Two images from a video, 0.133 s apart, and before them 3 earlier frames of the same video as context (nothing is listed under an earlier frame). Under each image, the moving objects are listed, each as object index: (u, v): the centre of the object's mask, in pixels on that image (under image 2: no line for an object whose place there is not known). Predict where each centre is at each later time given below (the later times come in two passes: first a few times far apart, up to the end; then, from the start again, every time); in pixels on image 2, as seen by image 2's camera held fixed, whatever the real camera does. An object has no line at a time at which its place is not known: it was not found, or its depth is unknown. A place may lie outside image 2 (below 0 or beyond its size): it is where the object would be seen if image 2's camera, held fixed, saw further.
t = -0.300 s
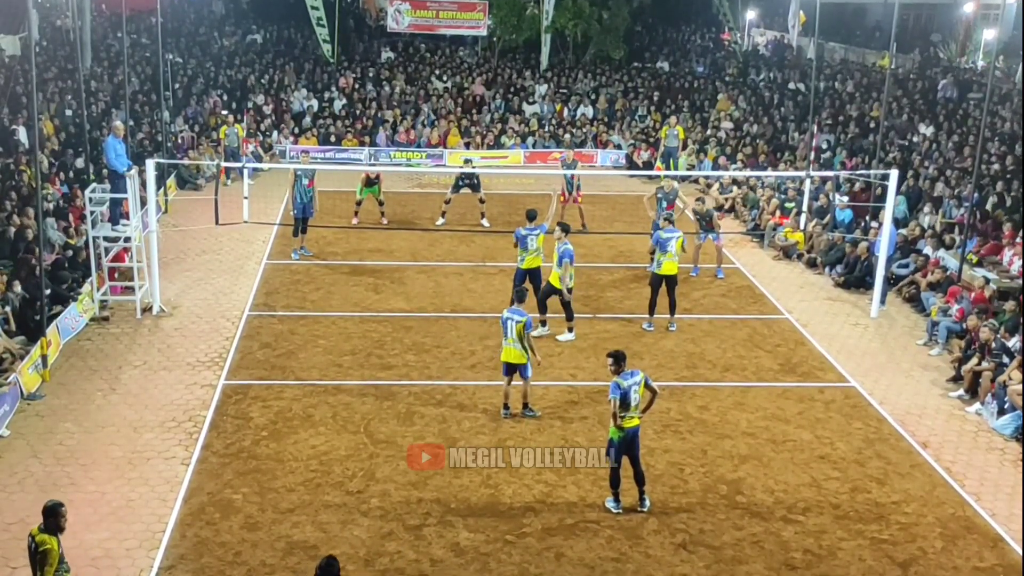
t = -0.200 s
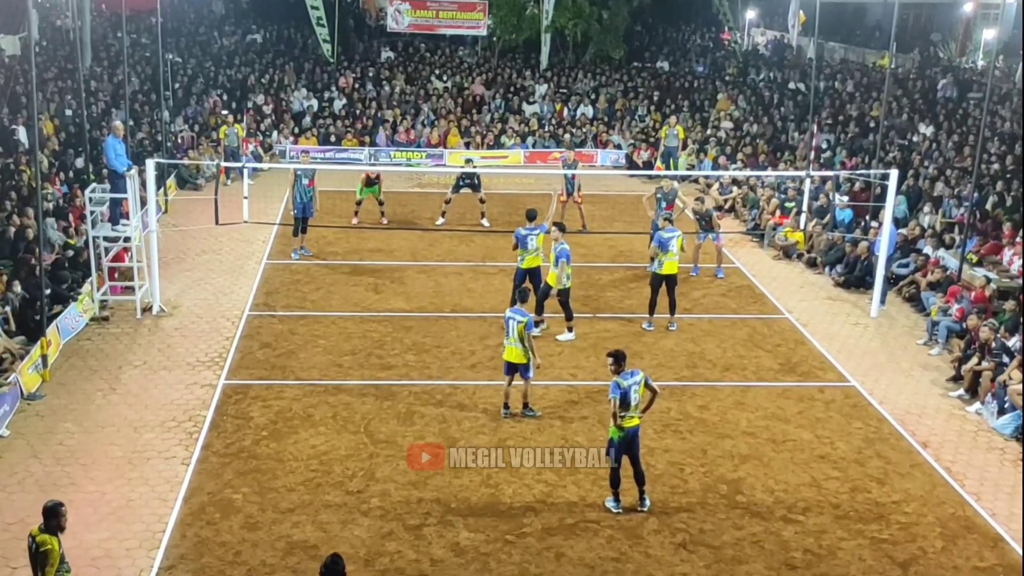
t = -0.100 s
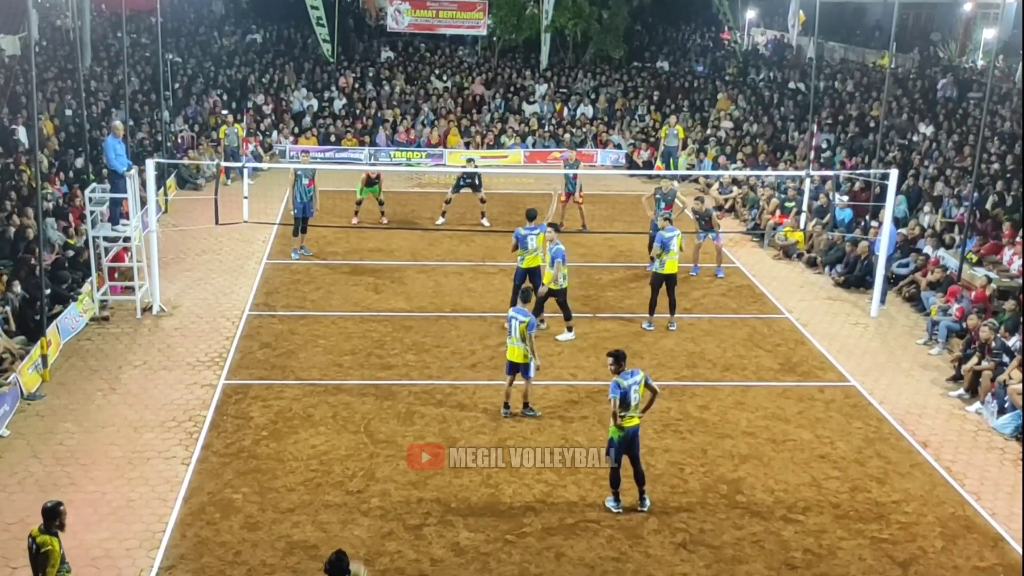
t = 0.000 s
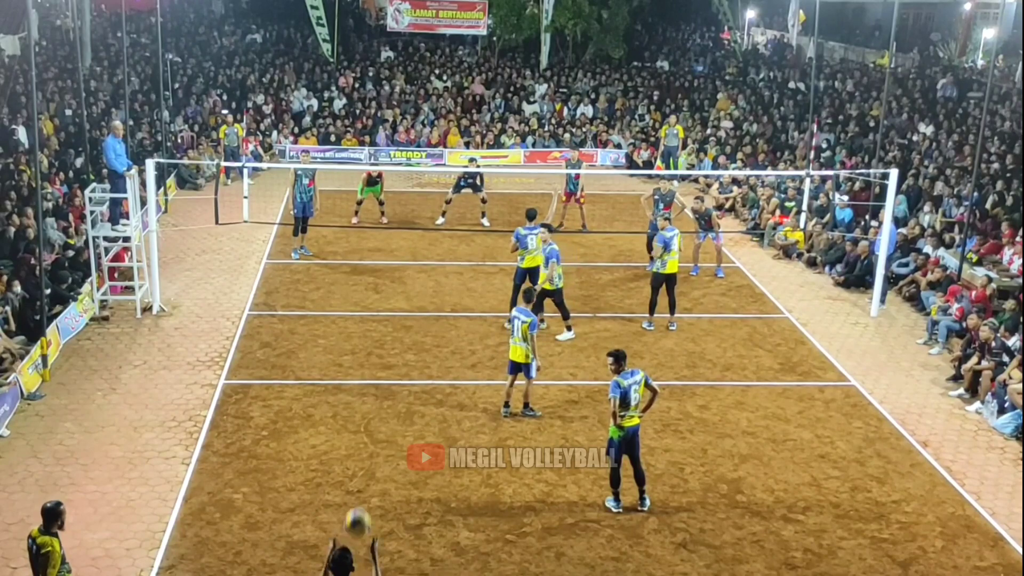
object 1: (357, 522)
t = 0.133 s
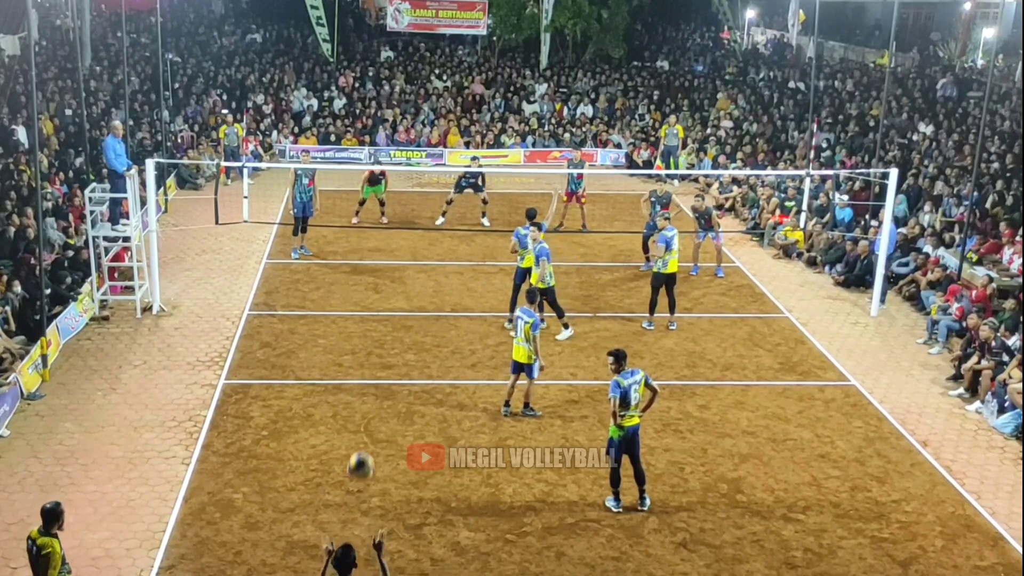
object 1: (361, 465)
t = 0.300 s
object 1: (365, 422)
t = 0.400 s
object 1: (367, 411)
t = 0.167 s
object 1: (361, 454)
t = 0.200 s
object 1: (362, 445)
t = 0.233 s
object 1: (363, 436)
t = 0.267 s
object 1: (364, 428)
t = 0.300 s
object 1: (365, 422)
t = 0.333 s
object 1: (366, 417)
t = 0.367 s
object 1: (366, 414)
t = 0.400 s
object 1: (367, 411)
